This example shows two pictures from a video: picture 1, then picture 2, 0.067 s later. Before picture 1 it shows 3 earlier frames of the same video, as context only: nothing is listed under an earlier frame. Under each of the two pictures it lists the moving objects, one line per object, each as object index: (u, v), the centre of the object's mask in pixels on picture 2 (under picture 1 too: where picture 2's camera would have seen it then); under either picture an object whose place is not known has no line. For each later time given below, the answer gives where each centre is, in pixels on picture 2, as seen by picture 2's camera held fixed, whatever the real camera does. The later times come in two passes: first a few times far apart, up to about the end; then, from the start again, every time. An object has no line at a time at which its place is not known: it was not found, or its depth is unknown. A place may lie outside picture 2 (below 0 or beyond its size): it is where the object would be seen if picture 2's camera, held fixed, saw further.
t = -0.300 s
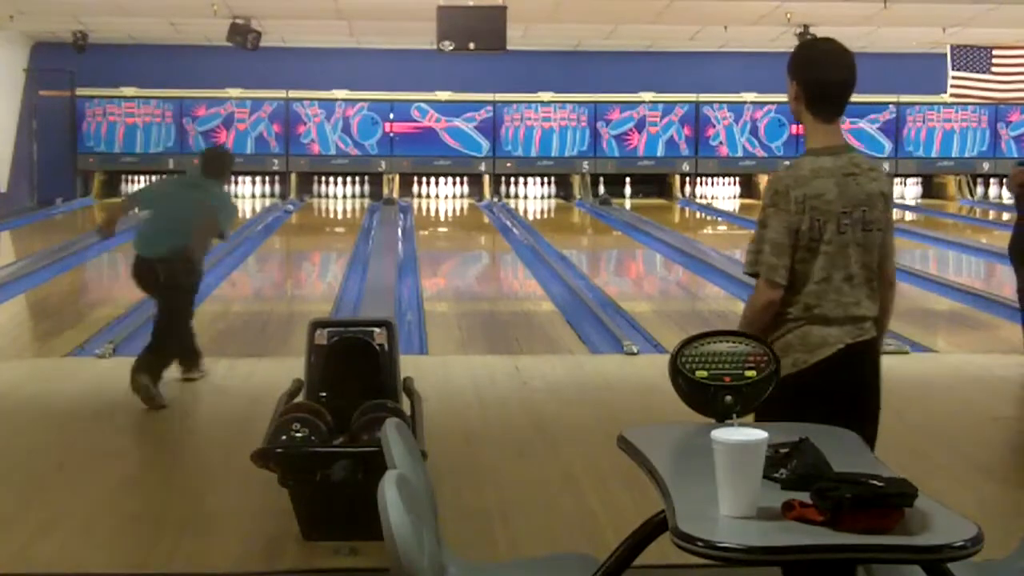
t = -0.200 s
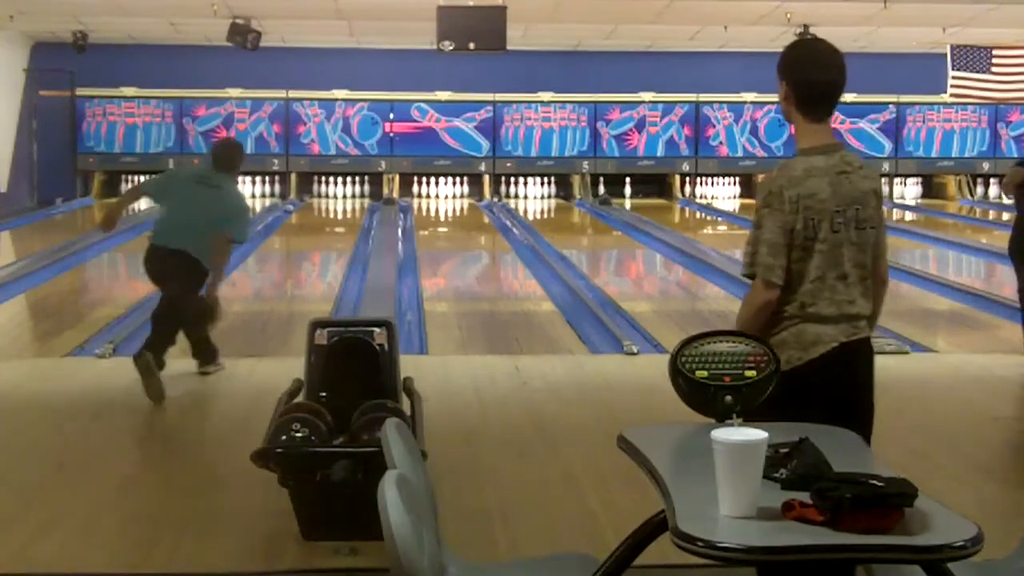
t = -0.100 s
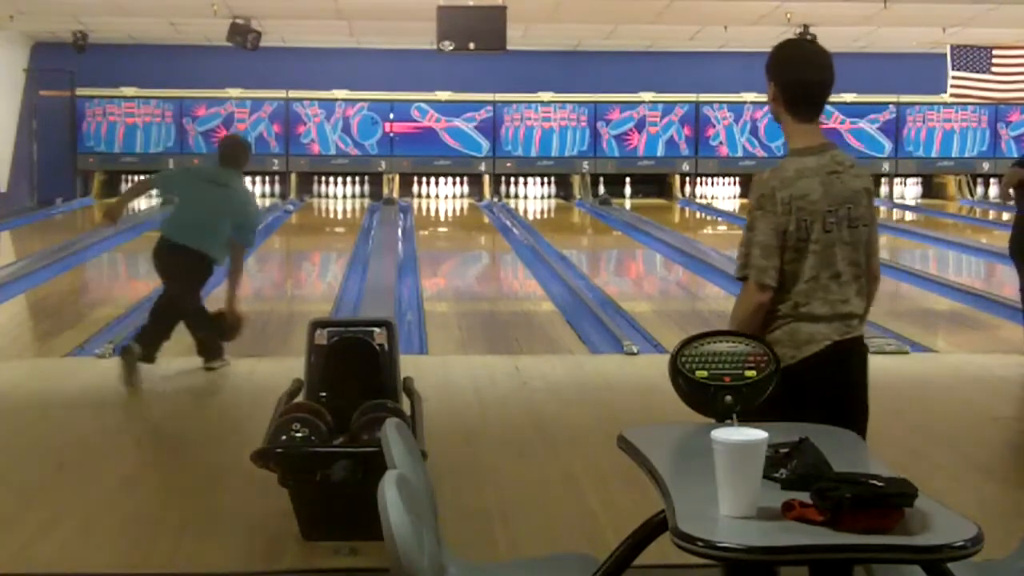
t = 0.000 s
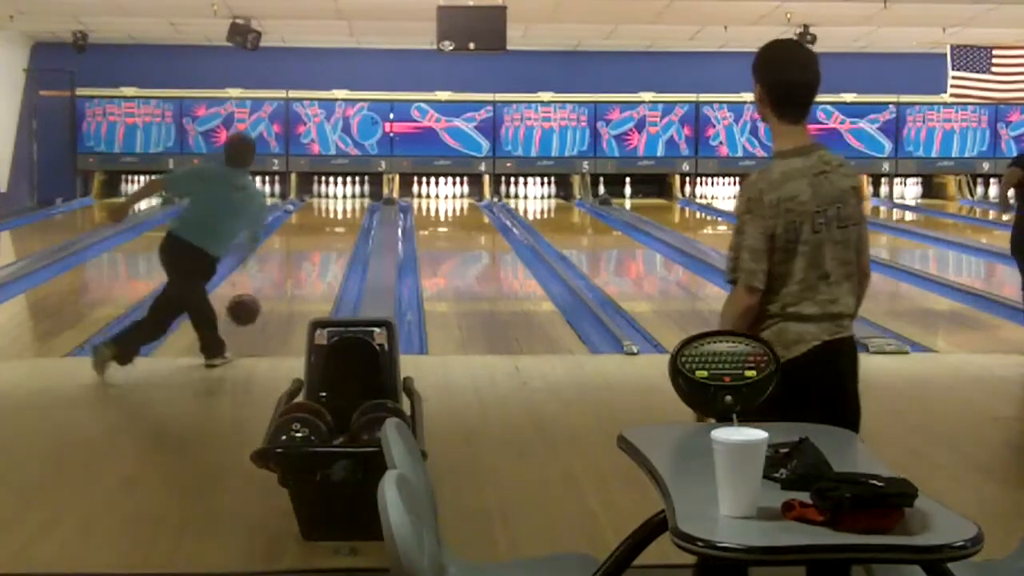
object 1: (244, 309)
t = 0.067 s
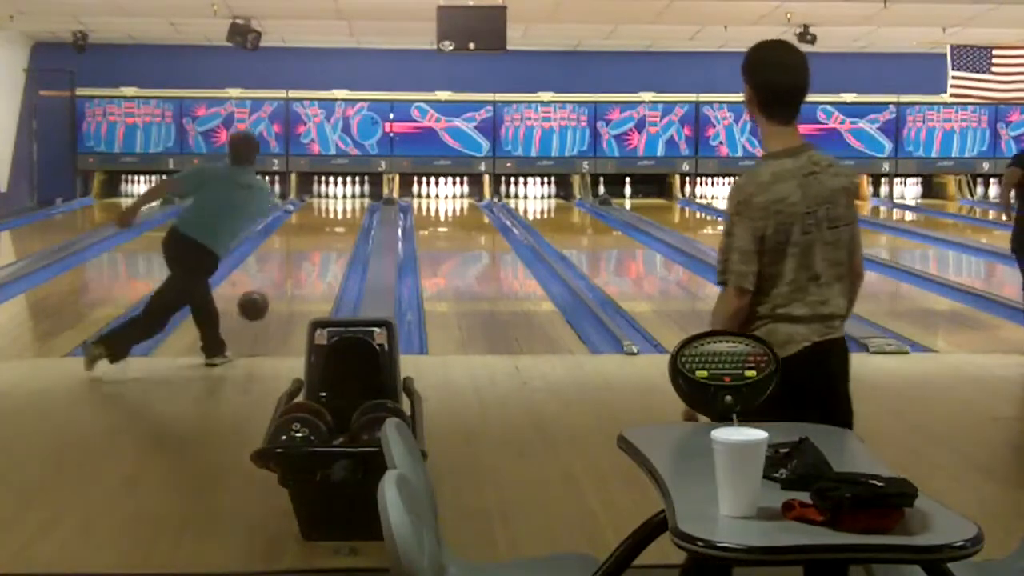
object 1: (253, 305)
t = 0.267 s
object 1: (277, 297)
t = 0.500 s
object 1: (297, 275)
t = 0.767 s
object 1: (315, 253)
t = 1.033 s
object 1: (327, 239)
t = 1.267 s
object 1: (335, 227)
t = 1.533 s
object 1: (341, 217)
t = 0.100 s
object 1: (257, 306)
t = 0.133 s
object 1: (262, 307)
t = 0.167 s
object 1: (266, 310)
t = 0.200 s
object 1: (270, 305)
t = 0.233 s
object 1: (274, 301)
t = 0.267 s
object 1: (277, 297)
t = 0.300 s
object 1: (281, 294)
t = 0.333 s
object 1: (283, 290)
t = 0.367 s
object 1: (287, 287)
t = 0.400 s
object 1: (290, 283)
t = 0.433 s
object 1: (292, 280)
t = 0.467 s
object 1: (295, 278)
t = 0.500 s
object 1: (297, 275)
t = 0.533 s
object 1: (300, 272)
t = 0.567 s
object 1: (302, 268)
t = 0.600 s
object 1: (305, 266)
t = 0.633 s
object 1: (307, 263)
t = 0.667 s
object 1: (309, 260)
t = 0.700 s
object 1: (311, 258)
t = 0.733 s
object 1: (313, 255)
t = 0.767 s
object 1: (315, 253)
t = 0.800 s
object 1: (317, 252)
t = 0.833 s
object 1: (318, 249)
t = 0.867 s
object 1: (320, 247)
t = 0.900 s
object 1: (321, 245)
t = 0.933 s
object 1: (323, 243)
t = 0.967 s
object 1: (325, 241)
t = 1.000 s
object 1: (326, 240)
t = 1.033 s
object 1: (327, 239)
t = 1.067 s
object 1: (329, 237)
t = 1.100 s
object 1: (330, 236)
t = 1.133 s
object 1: (331, 234)
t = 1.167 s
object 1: (332, 233)
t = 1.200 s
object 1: (333, 232)
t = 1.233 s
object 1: (334, 229)
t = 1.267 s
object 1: (335, 227)
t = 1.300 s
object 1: (336, 226)
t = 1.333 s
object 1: (337, 224)
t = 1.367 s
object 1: (338, 222)
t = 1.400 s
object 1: (338, 221)
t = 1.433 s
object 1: (339, 220)
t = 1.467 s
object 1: (340, 219)
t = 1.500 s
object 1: (341, 218)
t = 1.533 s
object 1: (341, 217)
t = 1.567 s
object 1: (342, 216)
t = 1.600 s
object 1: (343, 215)
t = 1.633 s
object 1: (343, 214)
